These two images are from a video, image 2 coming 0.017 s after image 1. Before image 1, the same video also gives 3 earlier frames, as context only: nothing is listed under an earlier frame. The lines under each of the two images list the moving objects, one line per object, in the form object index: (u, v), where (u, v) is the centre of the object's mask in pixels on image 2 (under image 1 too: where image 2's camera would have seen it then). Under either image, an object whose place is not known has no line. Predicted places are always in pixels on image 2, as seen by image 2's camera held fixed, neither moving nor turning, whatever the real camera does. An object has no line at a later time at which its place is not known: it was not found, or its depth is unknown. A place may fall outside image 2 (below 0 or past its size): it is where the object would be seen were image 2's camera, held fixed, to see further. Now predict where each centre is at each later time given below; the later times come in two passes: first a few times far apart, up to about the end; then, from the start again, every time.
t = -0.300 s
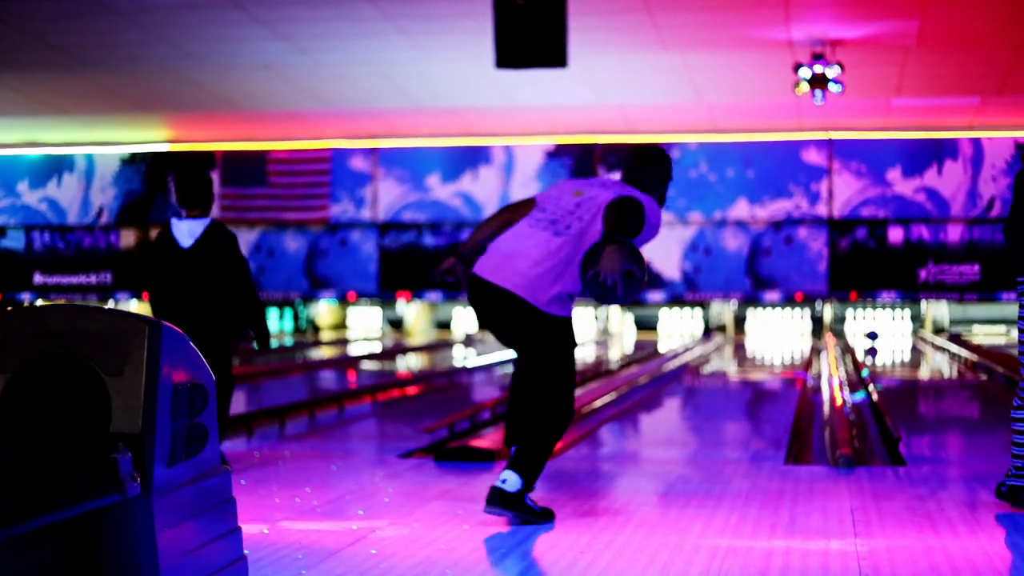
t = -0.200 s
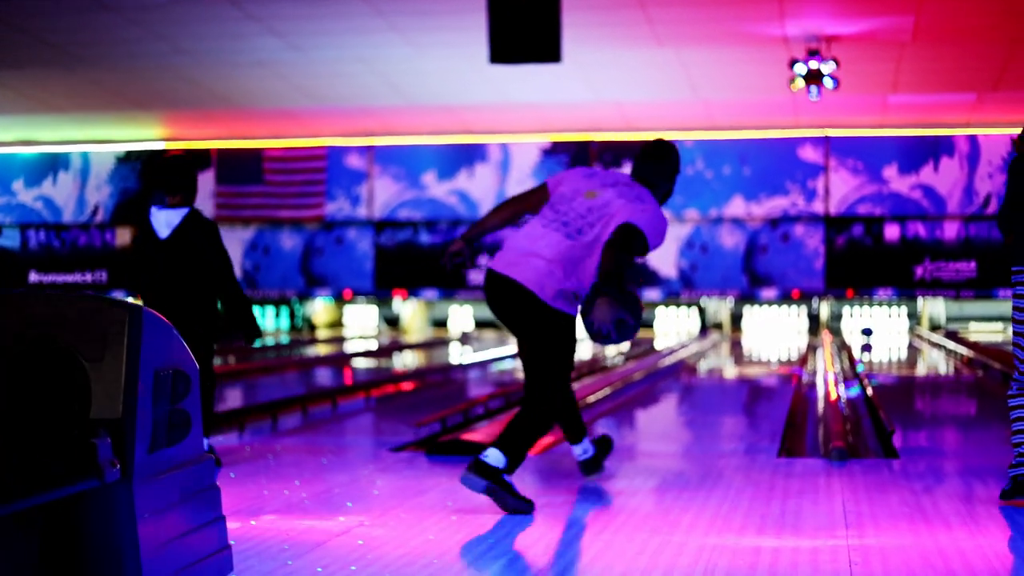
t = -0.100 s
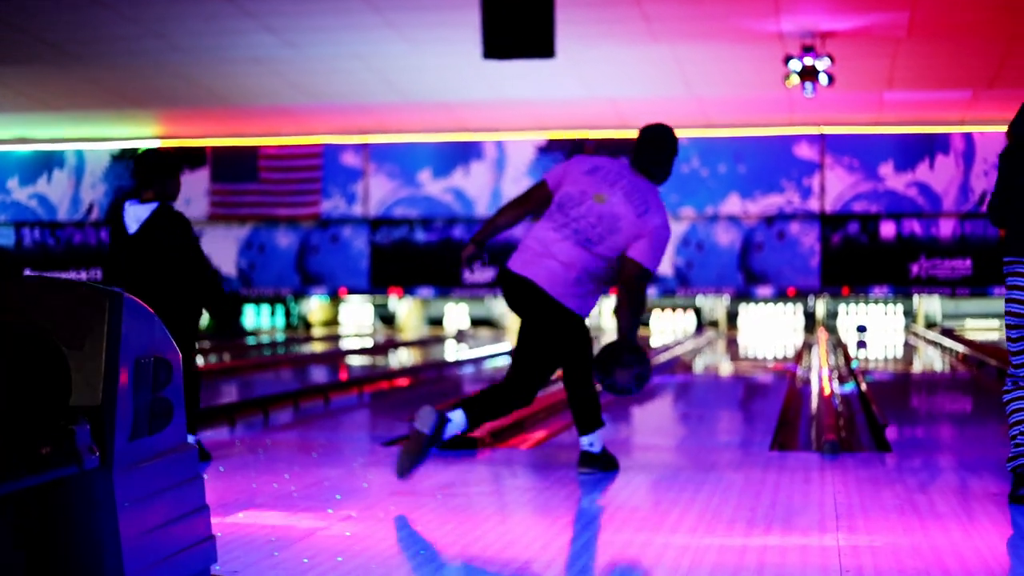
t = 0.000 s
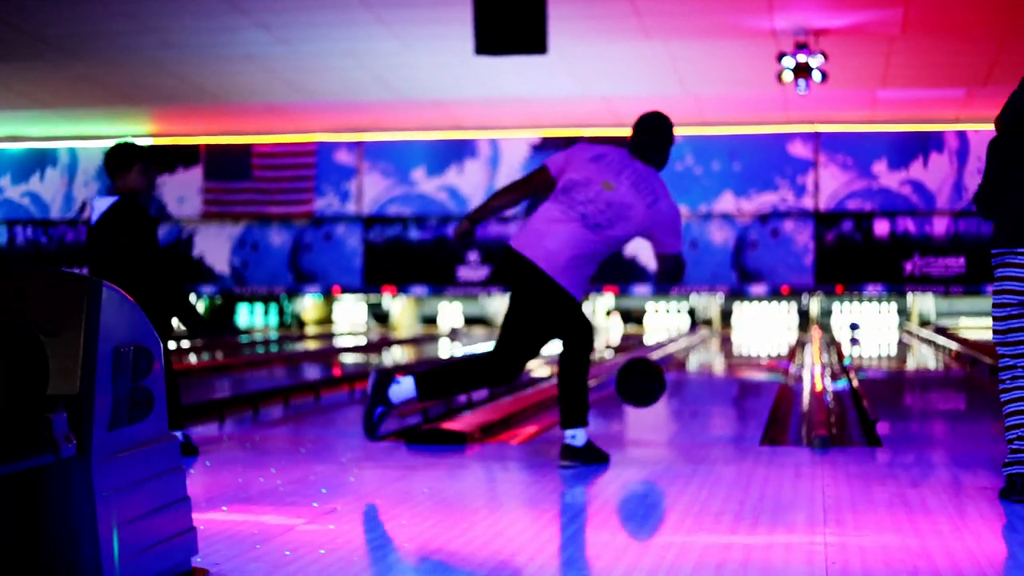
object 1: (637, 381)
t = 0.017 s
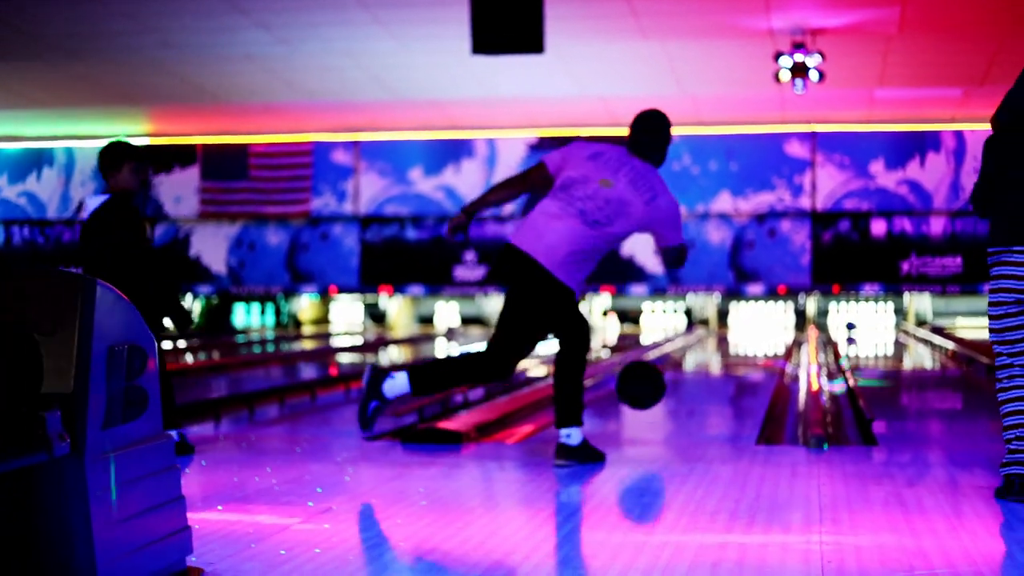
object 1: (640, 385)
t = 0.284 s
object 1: (688, 391)
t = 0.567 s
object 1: (719, 369)
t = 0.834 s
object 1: (737, 357)
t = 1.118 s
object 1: (751, 349)
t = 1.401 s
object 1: (760, 342)
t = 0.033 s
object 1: (644, 388)
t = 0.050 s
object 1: (648, 393)
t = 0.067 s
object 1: (652, 397)
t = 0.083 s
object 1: (655, 402)
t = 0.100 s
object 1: (659, 408)
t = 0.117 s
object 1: (662, 409)
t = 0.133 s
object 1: (665, 406)
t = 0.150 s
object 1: (668, 404)
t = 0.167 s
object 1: (671, 403)
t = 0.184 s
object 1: (673, 401)
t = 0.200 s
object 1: (676, 399)
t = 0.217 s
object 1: (679, 397)
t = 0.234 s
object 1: (681, 396)
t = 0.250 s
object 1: (684, 394)
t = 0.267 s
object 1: (686, 392)
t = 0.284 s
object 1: (688, 391)
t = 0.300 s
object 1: (690, 389)
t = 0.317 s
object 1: (692, 387)
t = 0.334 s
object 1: (694, 386)
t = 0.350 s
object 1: (696, 385)
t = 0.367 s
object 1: (698, 383)
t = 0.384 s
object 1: (700, 382)
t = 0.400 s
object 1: (702, 381)
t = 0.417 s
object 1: (704, 379)
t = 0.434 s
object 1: (706, 378)
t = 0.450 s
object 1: (708, 377)
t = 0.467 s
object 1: (709, 376)
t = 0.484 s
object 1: (711, 375)
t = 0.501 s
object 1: (713, 374)
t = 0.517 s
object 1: (714, 373)
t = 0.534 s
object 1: (716, 372)
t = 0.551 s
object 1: (717, 370)
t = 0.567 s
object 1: (719, 369)
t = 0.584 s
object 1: (720, 368)
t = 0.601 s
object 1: (721, 367)
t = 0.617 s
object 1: (723, 366)
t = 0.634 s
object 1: (724, 365)
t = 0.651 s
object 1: (725, 364)
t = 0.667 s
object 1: (726, 363)
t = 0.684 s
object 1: (728, 363)
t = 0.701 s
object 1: (729, 362)
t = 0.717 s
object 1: (730, 362)
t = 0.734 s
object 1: (731, 361)
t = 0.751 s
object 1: (732, 361)
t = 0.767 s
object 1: (733, 361)
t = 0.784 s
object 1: (733, 360)
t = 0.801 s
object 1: (735, 360)
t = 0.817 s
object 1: (736, 358)
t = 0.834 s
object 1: (737, 357)
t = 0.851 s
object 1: (738, 357)
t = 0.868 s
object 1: (739, 356)
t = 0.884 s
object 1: (740, 356)
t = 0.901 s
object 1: (741, 355)
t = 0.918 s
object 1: (742, 355)
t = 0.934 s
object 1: (743, 354)
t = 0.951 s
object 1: (744, 354)
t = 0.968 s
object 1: (744, 353)
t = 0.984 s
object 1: (745, 352)
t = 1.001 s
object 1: (746, 352)
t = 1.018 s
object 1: (747, 352)
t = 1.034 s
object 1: (747, 351)
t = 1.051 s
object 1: (748, 350)
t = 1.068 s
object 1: (748, 350)
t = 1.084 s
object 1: (749, 349)
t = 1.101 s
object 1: (750, 349)
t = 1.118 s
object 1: (751, 349)
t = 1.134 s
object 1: (752, 349)
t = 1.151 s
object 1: (753, 348)
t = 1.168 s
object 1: (753, 347)
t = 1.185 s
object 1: (754, 347)
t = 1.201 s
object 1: (755, 347)
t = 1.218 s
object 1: (755, 346)
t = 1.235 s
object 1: (755, 346)
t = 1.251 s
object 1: (756, 345)
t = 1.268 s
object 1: (756, 345)
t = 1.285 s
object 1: (756, 344)
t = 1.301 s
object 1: (757, 344)
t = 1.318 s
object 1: (758, 343)
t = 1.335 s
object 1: (758, 343)
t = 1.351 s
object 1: (759, 342)
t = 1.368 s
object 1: (759, 342)
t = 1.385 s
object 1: (760, 342)
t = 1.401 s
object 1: (760, 342)
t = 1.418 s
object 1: (761, 341)
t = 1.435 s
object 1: (761, 341)
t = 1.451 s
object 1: (761, 341)
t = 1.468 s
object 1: (762, 340)
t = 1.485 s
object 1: (762, 340)
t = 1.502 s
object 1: (762, 340)
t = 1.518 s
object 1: (763, 339)
